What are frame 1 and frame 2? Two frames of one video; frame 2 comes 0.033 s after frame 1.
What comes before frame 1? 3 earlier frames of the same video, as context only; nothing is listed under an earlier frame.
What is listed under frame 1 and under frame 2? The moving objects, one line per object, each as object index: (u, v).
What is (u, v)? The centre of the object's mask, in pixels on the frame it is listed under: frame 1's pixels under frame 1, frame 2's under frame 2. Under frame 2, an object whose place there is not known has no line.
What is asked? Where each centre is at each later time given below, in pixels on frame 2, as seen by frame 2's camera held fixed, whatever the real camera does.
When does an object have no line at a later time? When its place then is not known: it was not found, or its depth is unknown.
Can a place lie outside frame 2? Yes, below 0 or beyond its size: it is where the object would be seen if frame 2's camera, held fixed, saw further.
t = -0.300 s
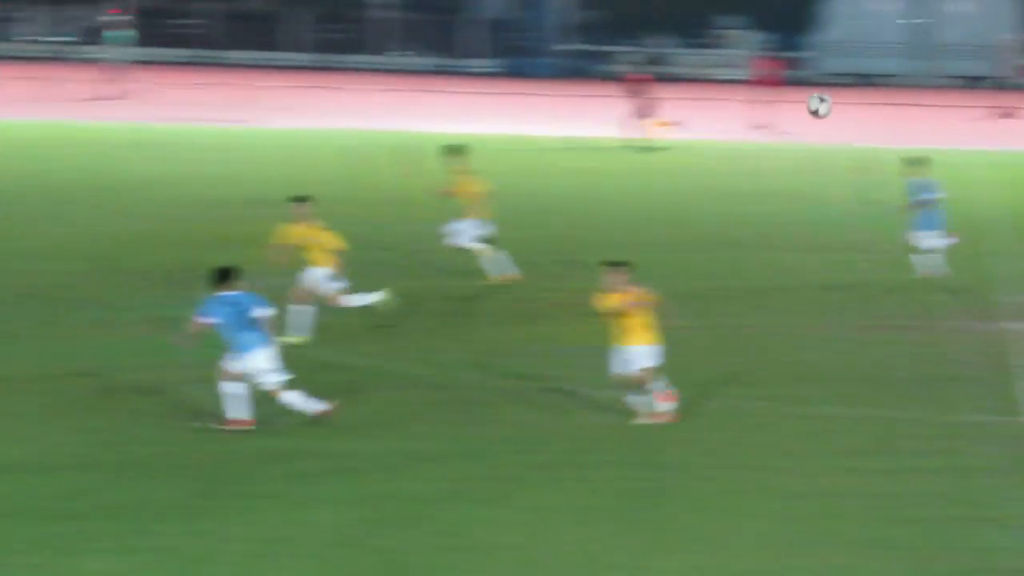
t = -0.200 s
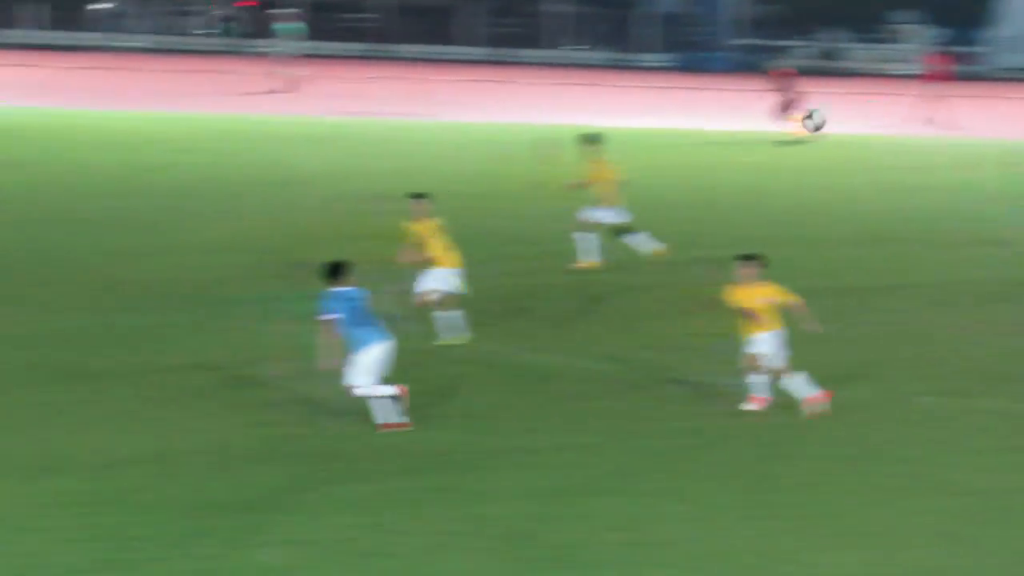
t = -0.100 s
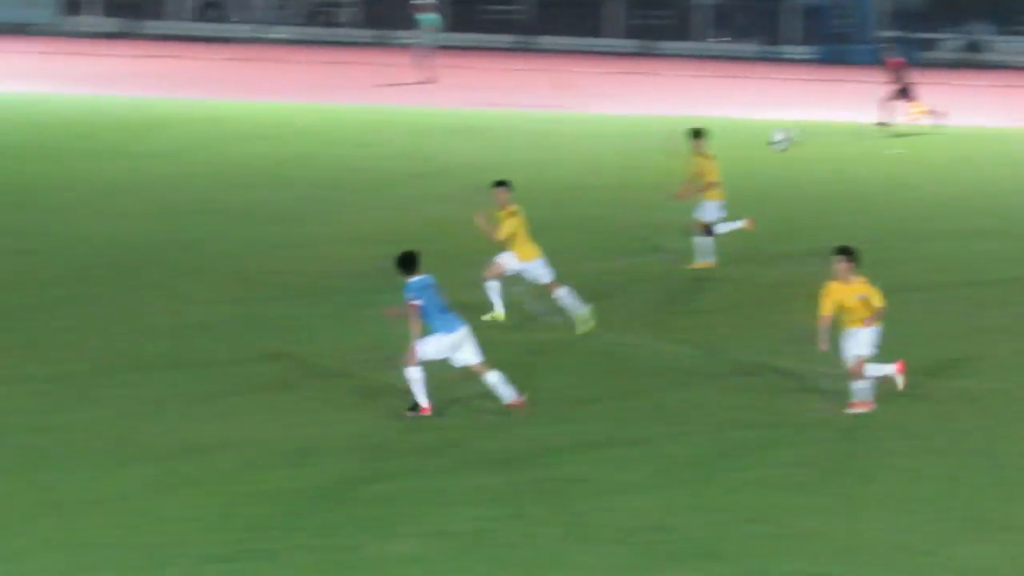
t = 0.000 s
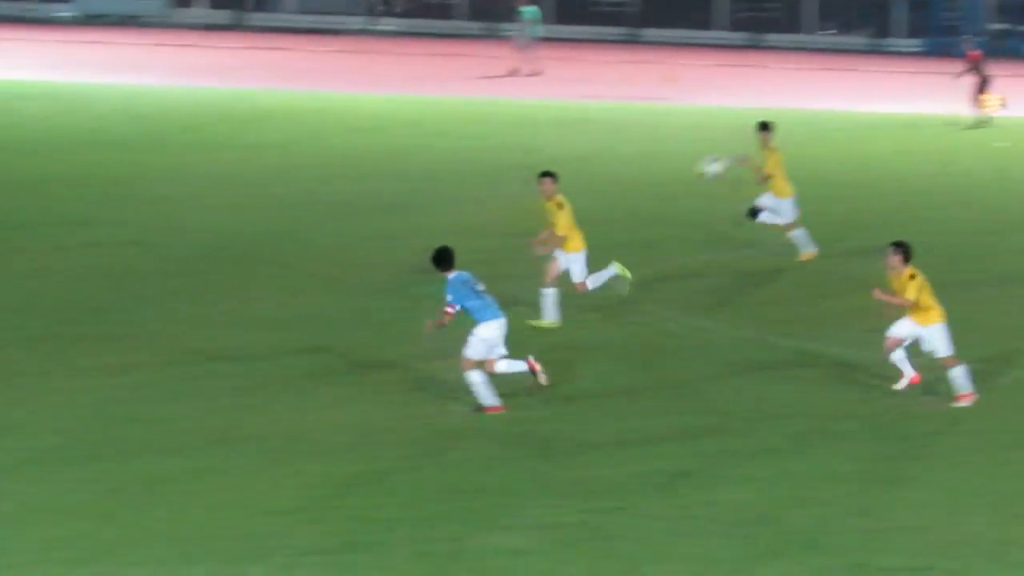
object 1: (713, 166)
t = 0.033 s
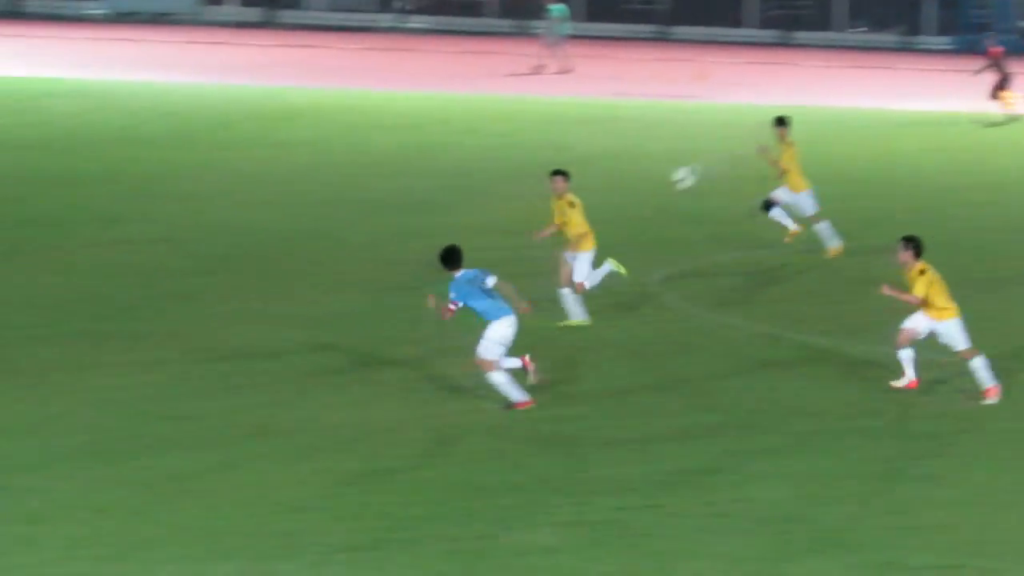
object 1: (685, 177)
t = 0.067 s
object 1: (626, 192)
